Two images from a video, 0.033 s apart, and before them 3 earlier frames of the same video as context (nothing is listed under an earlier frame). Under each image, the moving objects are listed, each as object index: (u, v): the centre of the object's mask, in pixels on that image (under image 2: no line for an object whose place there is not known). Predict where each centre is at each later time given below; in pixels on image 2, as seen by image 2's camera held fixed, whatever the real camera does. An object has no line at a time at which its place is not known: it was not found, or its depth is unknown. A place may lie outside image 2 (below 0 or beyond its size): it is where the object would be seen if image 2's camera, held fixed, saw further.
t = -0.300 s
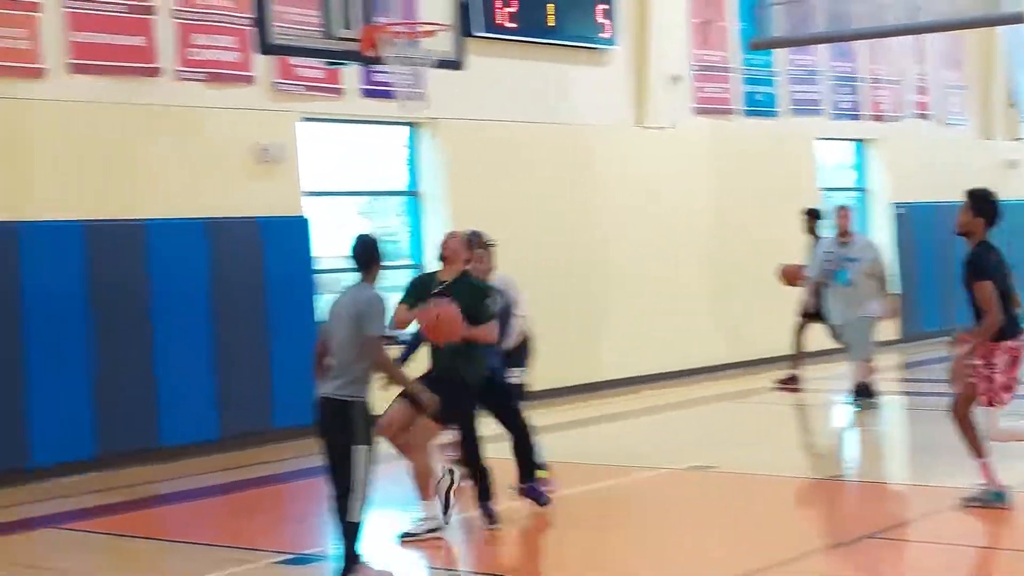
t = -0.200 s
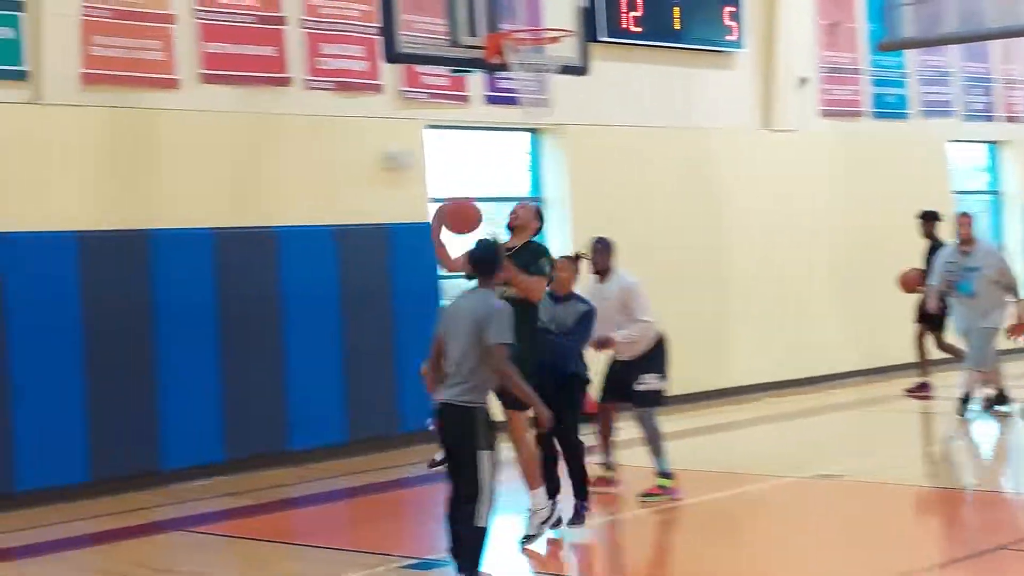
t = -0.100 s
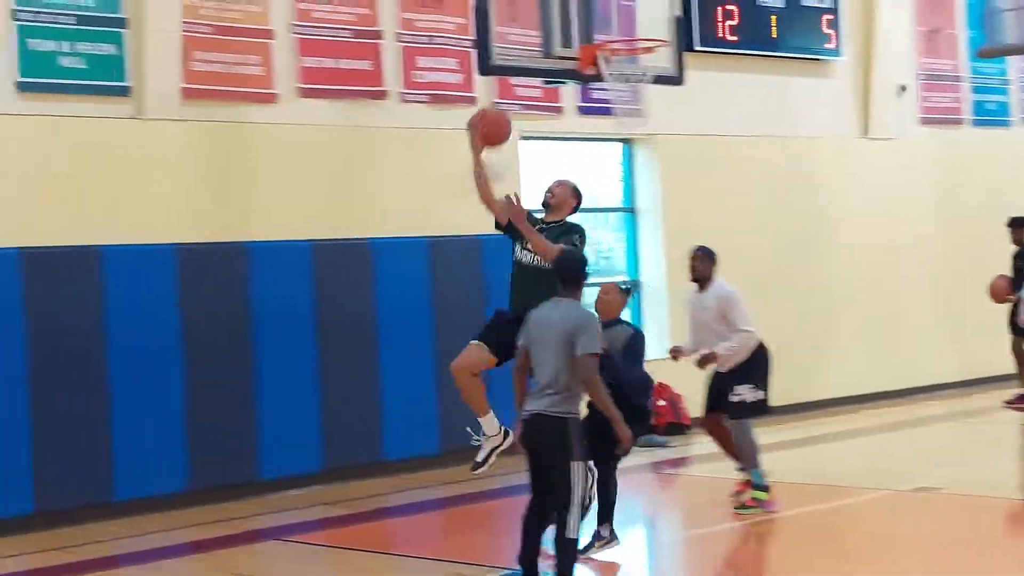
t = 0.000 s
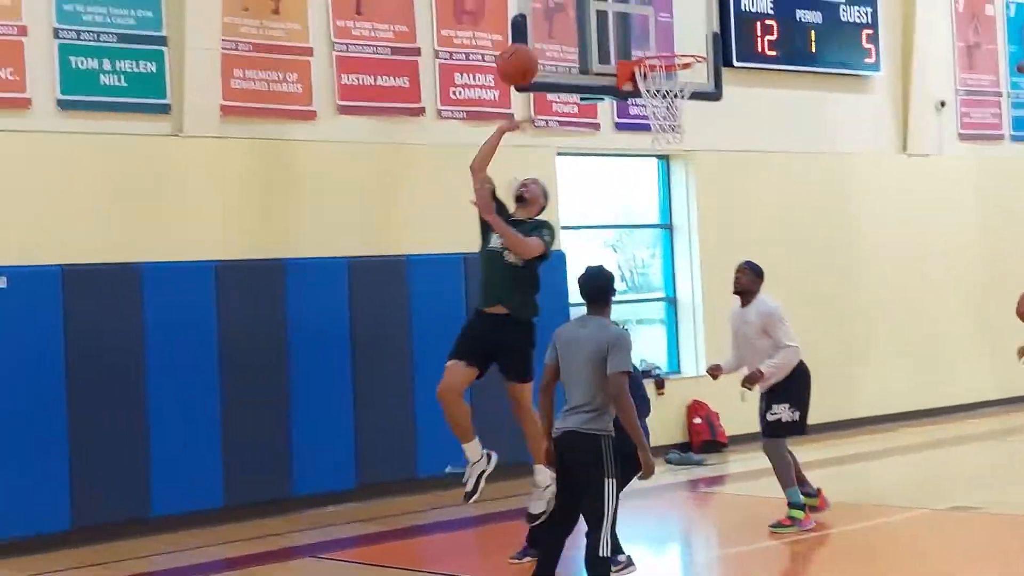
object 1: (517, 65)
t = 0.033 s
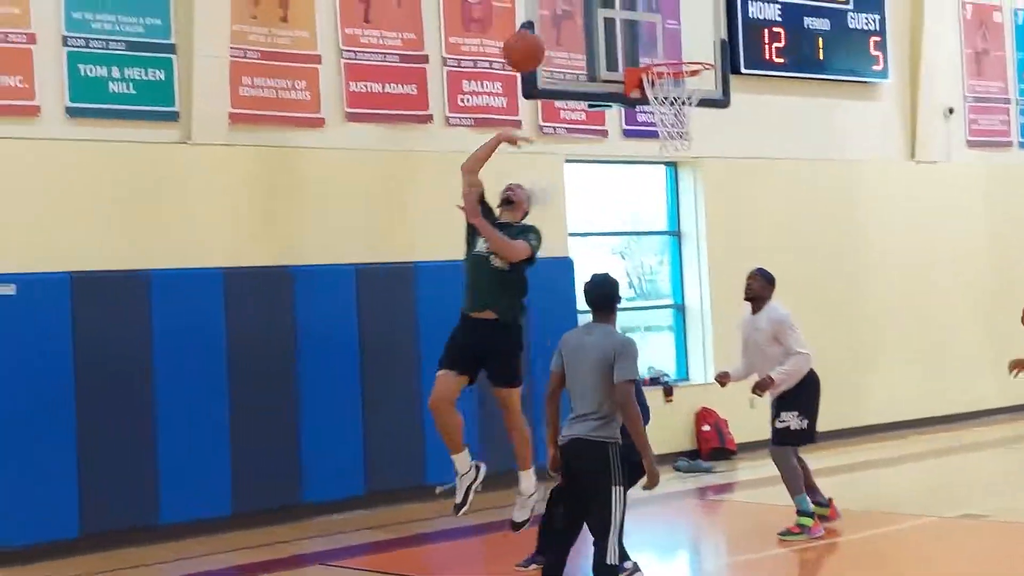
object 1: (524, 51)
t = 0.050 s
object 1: (521, 32)
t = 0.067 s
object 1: (519, 22)
